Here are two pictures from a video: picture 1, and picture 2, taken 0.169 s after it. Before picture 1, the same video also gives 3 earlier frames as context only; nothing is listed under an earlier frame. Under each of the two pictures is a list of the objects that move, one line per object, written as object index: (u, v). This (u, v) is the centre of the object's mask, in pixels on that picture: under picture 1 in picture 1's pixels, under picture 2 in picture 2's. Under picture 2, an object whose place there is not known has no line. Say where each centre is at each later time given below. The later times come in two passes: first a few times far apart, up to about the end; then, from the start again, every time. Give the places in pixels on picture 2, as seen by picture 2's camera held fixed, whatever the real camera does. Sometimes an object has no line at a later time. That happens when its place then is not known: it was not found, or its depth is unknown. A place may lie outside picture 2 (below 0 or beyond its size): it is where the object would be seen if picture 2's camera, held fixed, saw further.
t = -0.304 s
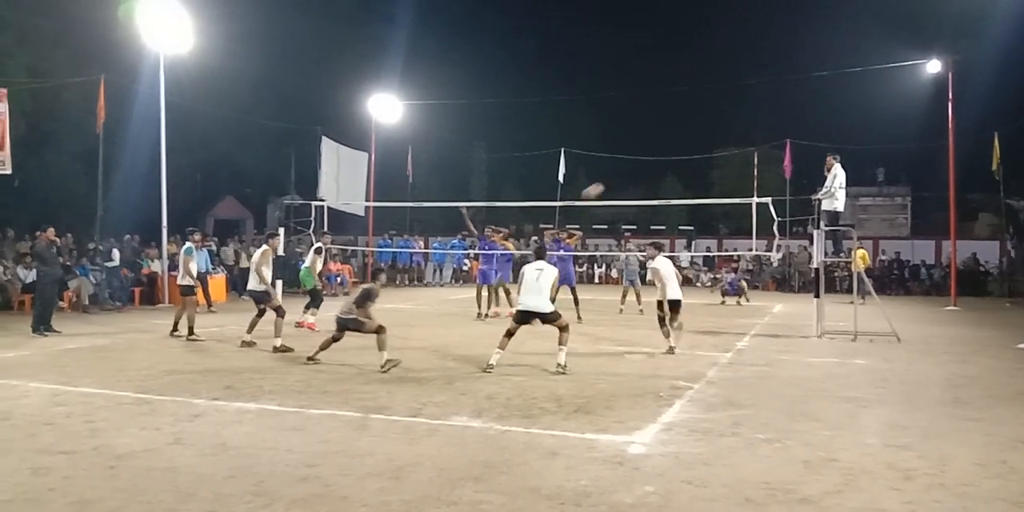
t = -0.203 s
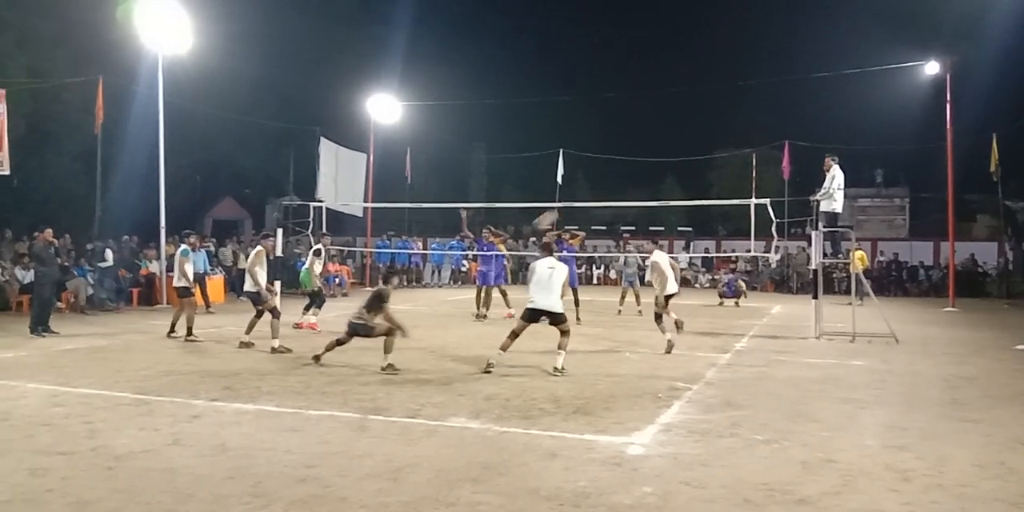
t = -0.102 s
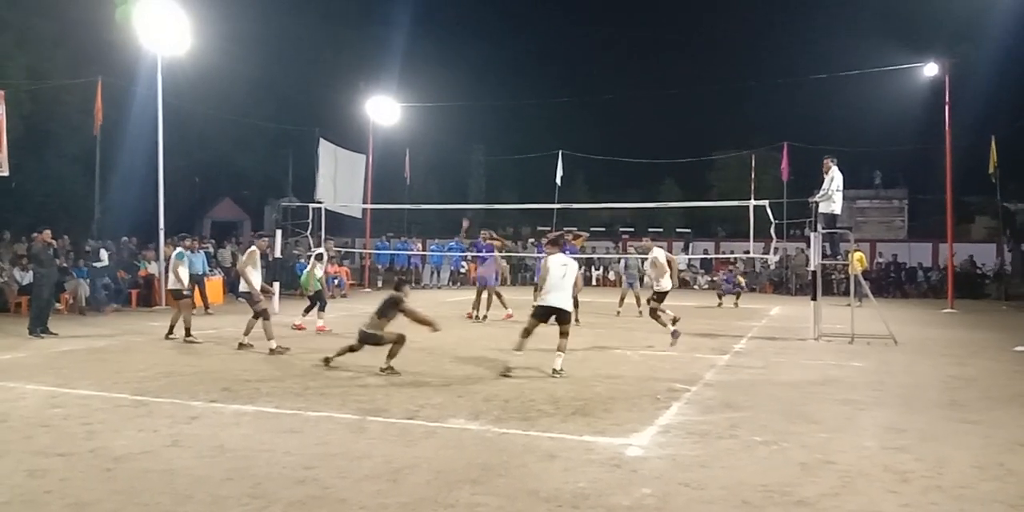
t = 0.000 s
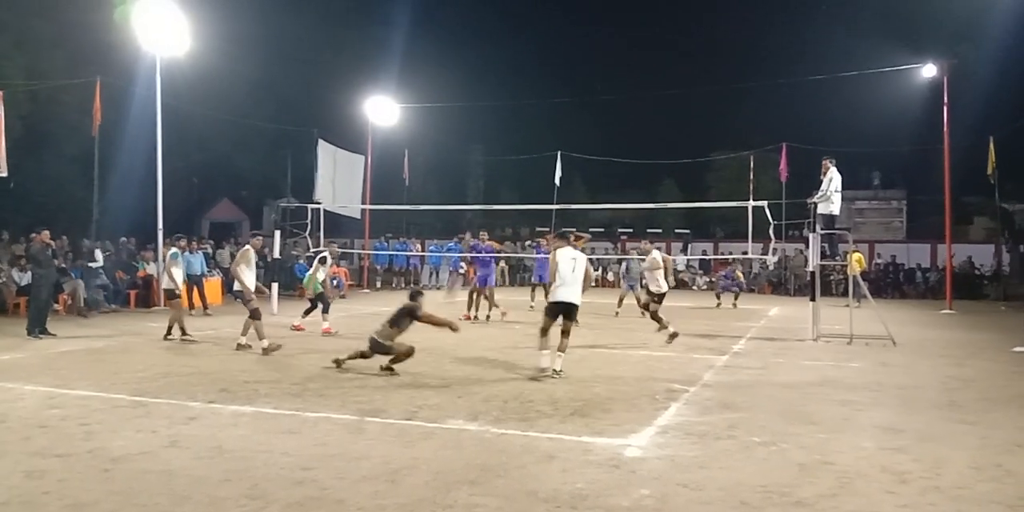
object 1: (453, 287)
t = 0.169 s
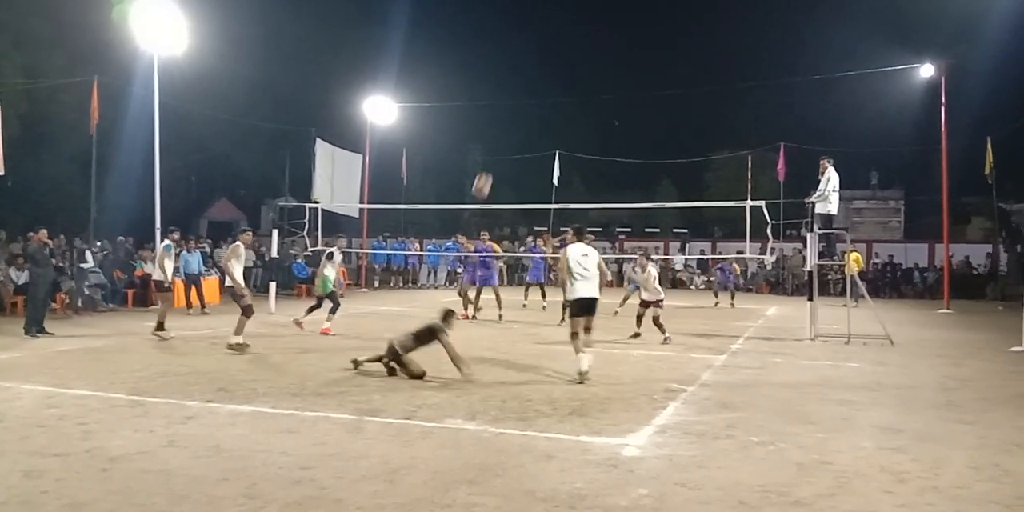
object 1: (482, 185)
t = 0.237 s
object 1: (493, 152)
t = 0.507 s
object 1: (531, 65)
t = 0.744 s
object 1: (558, 35)
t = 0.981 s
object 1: (582, 44)
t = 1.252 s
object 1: (606, 95)
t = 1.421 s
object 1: (618, 145)
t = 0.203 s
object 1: (488, 168)
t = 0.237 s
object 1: (493, 152)
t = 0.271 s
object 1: (498, 138)
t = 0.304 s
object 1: (503, 125)
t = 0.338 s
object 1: (508, 114)
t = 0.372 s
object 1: (513, 102)
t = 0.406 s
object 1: (518, 92)
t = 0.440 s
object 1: (522, 82)
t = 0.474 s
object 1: (526, 73)
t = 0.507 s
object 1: (531, 65)
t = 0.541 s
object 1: (535, 58)
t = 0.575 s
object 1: (539, 52)
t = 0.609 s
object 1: (543, 47)
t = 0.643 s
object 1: (547, 43)
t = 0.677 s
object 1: (551, 40)
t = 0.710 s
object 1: (554, 37)
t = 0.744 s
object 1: (558, 35)
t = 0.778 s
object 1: (562, 34)
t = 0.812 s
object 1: (566, 34)
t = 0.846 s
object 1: (569, 35)
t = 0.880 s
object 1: (572, 36)
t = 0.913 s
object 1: (576, 38)
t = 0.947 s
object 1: (579, 41)
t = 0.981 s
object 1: (582, 44)
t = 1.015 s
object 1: (585, 48)
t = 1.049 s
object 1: (588, 53)
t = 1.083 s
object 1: (592, 59)
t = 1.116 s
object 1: (595, 65)
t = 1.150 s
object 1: (597, 71)
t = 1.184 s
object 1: (600, 79)
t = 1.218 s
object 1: (603, 87)
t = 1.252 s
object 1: (606, 95)
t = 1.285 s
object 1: (608, 104)
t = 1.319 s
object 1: (611, 114)
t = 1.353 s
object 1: (613, 124)
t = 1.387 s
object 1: (616, 134)
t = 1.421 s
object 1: (618, 145)
